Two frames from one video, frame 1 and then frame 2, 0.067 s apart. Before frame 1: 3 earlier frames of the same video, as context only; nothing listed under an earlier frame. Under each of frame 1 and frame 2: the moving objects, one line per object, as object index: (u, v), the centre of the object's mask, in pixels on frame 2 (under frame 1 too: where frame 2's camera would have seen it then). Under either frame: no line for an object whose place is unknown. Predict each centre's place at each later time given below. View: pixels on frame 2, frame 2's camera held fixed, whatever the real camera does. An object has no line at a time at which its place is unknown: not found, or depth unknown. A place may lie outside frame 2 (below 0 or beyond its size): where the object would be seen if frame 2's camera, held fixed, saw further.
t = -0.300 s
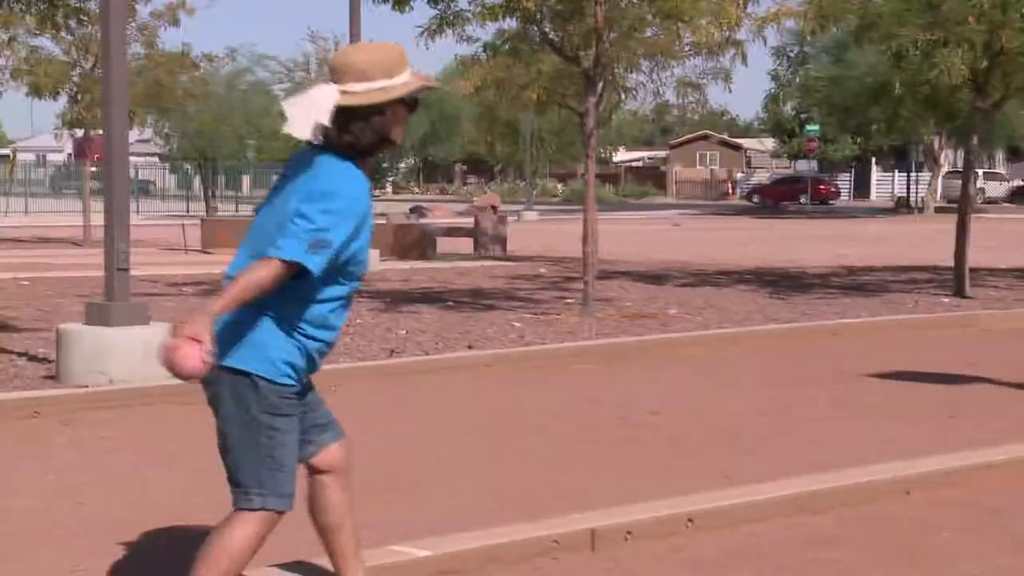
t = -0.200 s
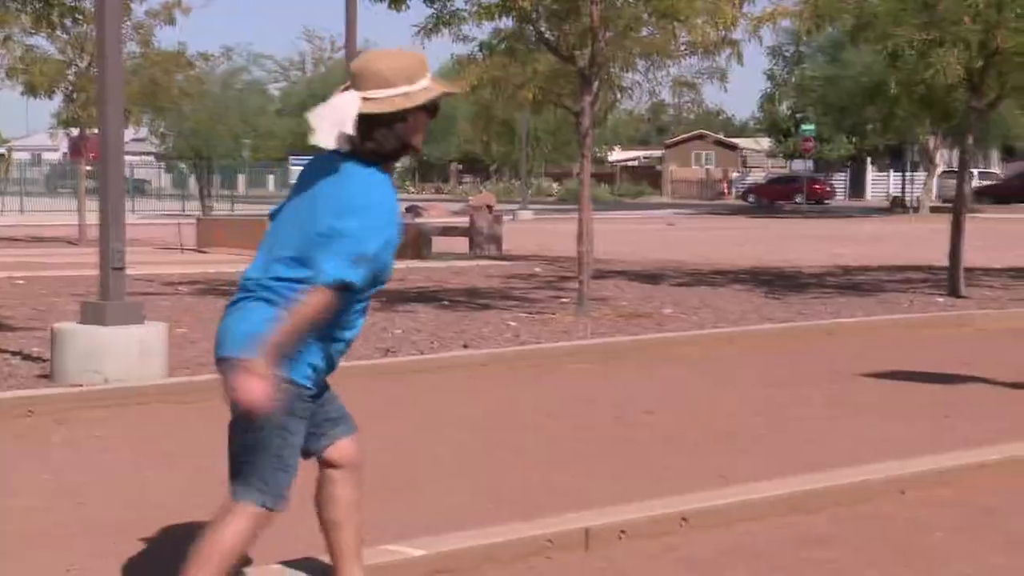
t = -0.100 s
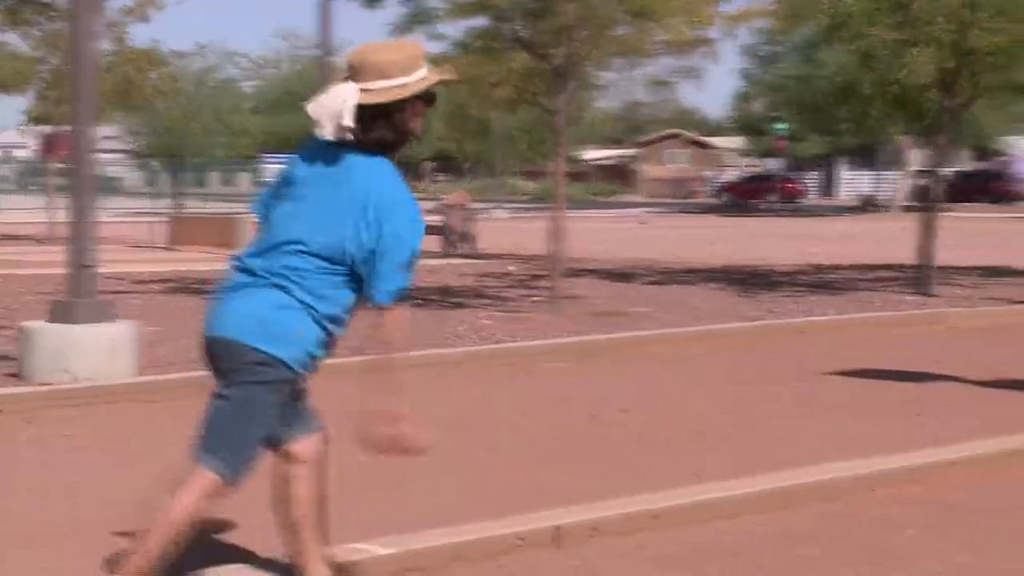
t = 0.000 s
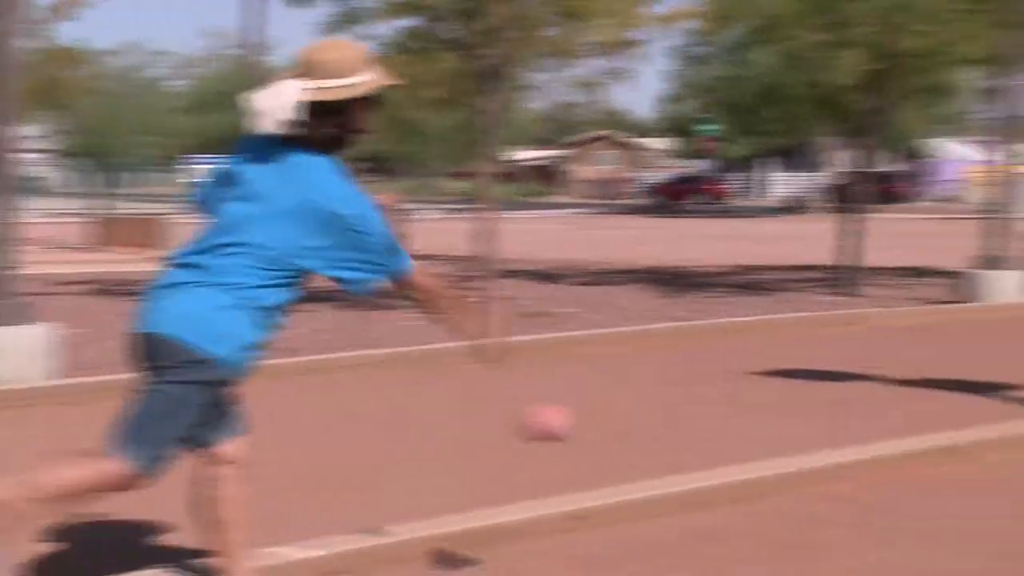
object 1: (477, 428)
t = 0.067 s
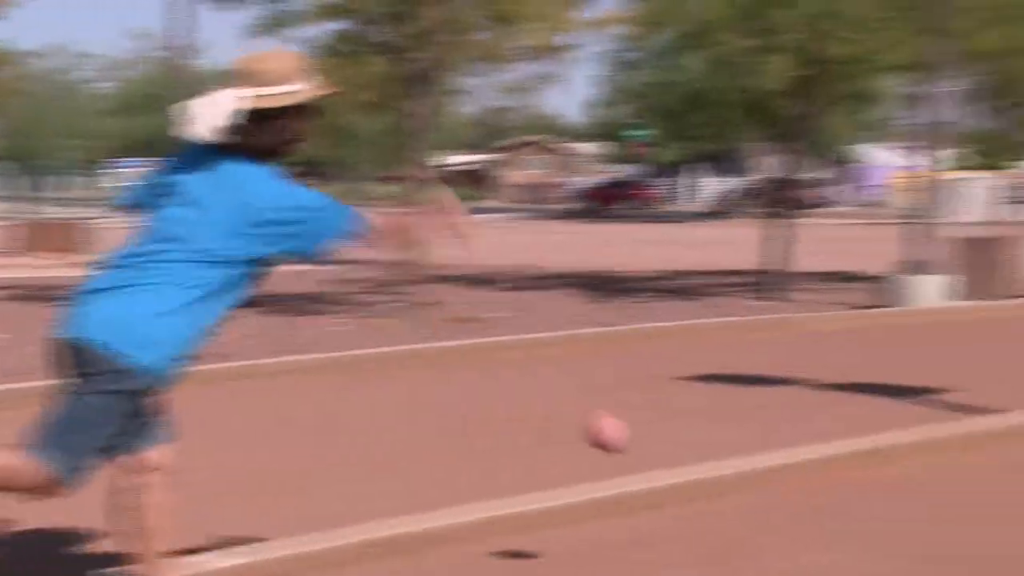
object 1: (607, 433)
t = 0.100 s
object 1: (666, 442)
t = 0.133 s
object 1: (724, 454)
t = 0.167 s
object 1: (781, 471)
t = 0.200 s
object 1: (834, 489)
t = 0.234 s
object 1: (884, 511)
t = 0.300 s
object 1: (966, 500)
